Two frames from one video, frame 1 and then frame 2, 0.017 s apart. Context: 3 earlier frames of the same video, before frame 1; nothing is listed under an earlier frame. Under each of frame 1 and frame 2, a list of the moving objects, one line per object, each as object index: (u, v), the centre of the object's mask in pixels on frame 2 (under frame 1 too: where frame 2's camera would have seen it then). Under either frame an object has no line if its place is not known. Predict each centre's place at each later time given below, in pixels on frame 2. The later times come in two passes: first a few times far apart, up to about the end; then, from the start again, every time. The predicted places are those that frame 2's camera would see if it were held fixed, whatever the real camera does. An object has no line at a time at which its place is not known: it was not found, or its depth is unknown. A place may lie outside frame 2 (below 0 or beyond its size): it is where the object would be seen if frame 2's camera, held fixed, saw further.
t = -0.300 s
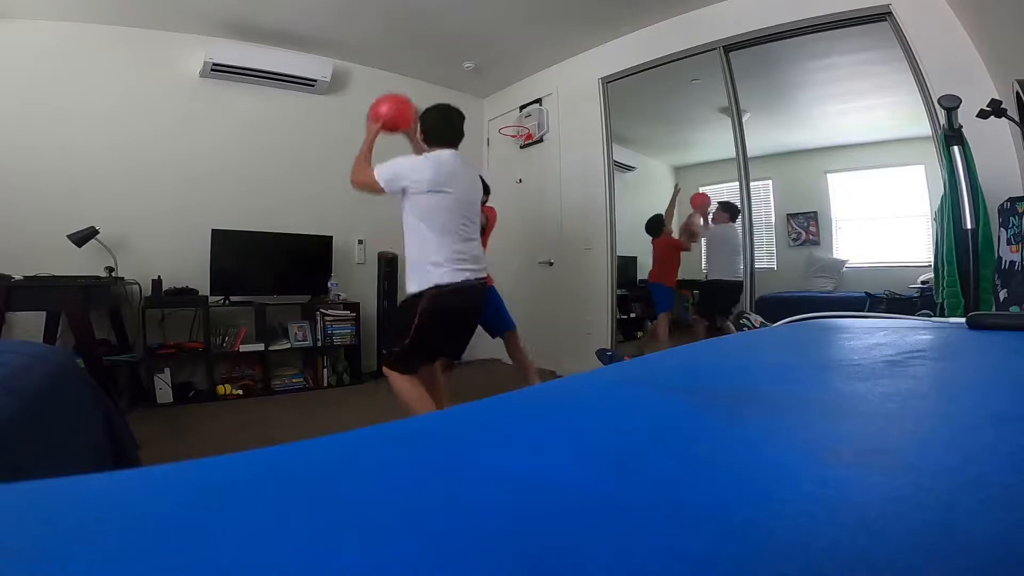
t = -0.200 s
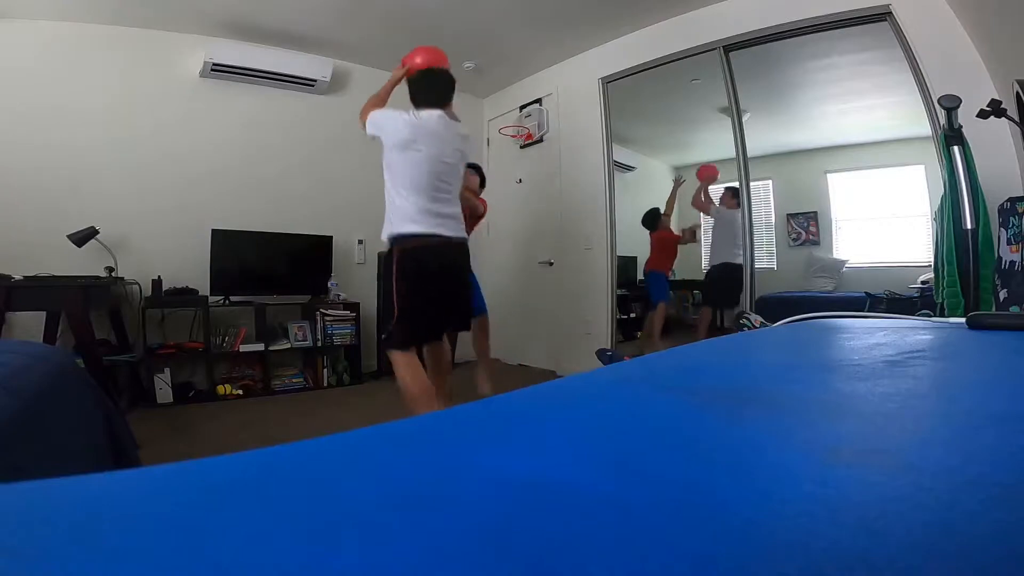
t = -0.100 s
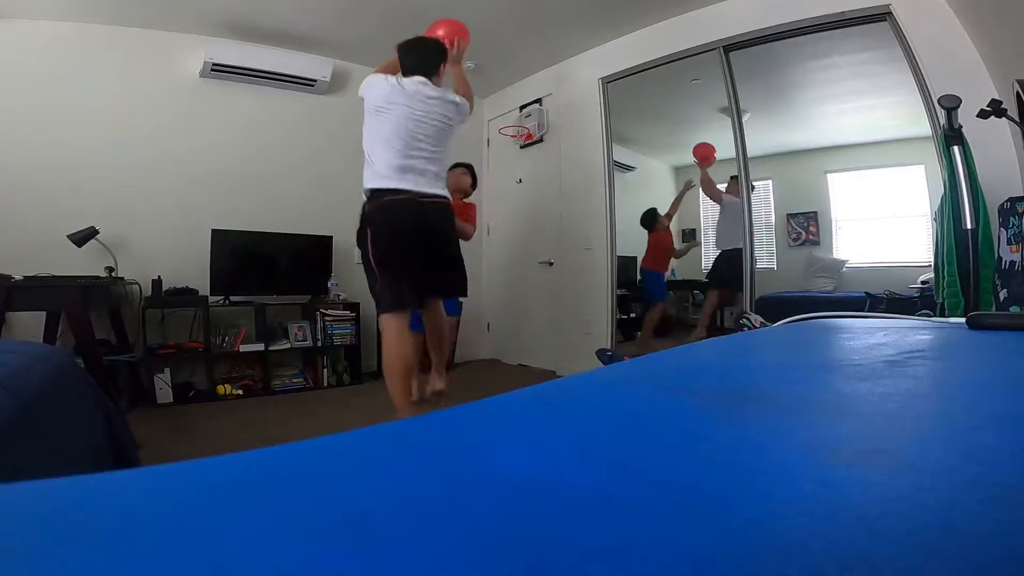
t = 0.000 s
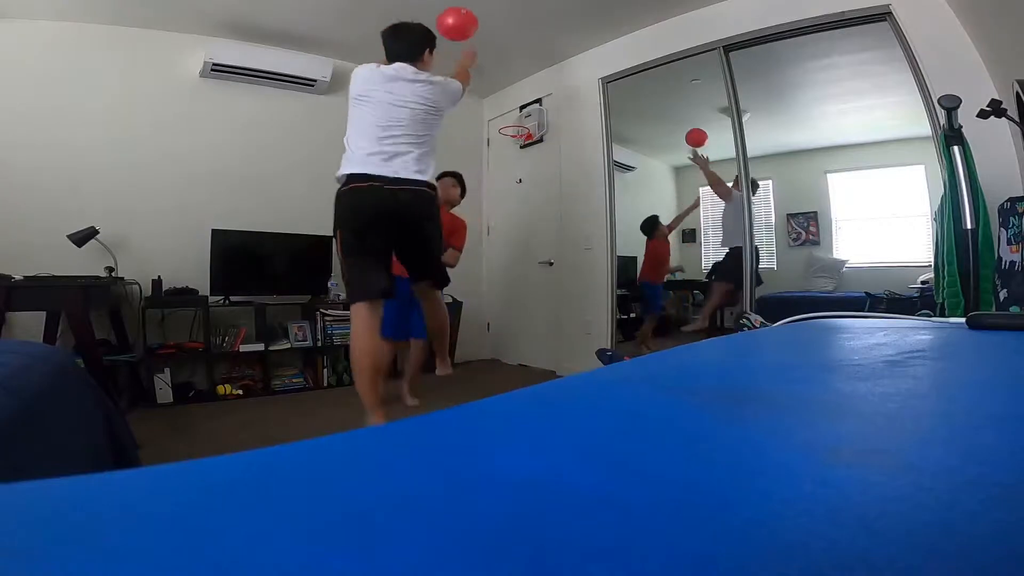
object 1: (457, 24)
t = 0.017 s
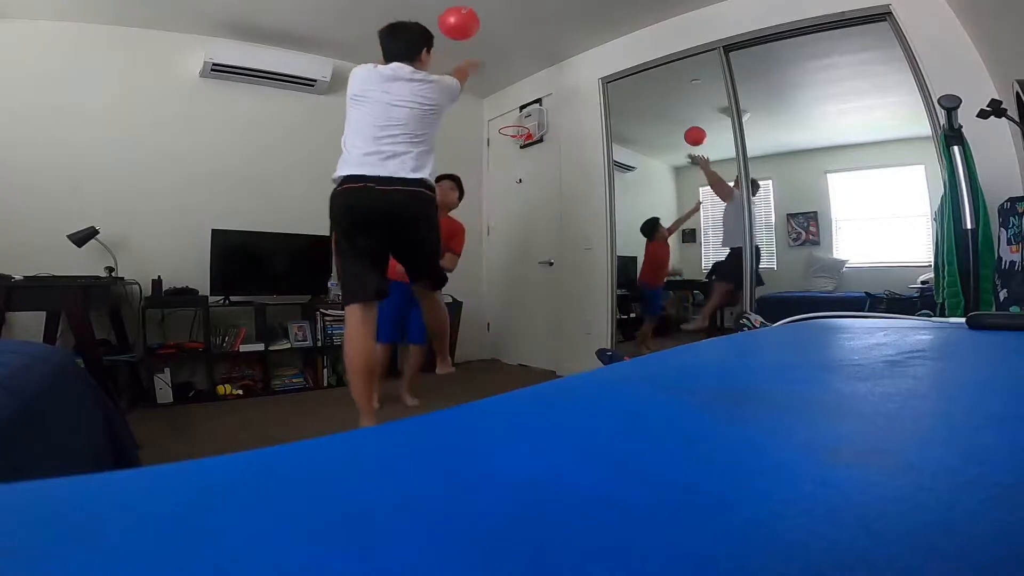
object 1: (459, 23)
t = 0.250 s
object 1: (477, 40)
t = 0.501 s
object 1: (490, 124)
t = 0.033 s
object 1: (461, 22)
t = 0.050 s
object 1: (462, 22)
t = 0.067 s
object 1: (463, 22)
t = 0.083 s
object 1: (465, 22)
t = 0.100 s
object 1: (466, 22)
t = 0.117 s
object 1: (467, 23)
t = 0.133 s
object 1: (469, 24)
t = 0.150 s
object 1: (470, 26)
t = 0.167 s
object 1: (471, 27)
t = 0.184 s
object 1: (473, 29)
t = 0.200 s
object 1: (474, 32)
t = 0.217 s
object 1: (475, 34)
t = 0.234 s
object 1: (477, 37)
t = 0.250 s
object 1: (477, 40)
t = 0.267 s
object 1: (478, 43)
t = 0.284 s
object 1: (479, 47)
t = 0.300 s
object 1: (481, 51)
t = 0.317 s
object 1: (481, 55)
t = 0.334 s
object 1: (482, 60)
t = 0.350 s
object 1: (483, 65)
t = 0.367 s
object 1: (484, 70)
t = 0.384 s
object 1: (485, 76)
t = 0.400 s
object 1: (486, 81)
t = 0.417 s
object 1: (487, 88)
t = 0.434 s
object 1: (488, 94)
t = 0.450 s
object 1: (488, 101)
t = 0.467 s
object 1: (489, 109)
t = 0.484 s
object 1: (490, 116)
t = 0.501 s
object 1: (490, 124)
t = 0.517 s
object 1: (491, 133)
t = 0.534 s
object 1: (492, 141)
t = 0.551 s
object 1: (492, 150)
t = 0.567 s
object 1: (493, 160)
